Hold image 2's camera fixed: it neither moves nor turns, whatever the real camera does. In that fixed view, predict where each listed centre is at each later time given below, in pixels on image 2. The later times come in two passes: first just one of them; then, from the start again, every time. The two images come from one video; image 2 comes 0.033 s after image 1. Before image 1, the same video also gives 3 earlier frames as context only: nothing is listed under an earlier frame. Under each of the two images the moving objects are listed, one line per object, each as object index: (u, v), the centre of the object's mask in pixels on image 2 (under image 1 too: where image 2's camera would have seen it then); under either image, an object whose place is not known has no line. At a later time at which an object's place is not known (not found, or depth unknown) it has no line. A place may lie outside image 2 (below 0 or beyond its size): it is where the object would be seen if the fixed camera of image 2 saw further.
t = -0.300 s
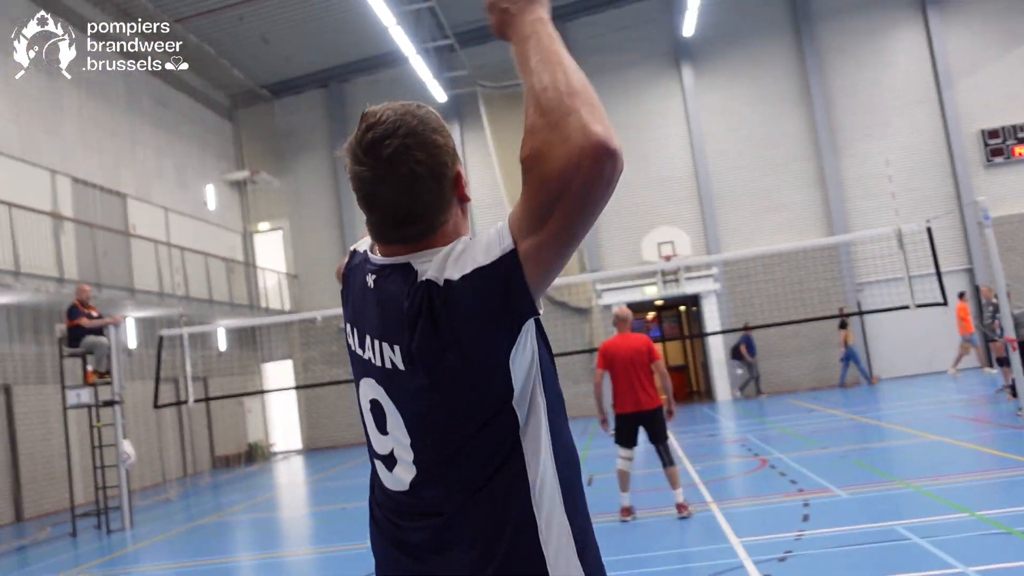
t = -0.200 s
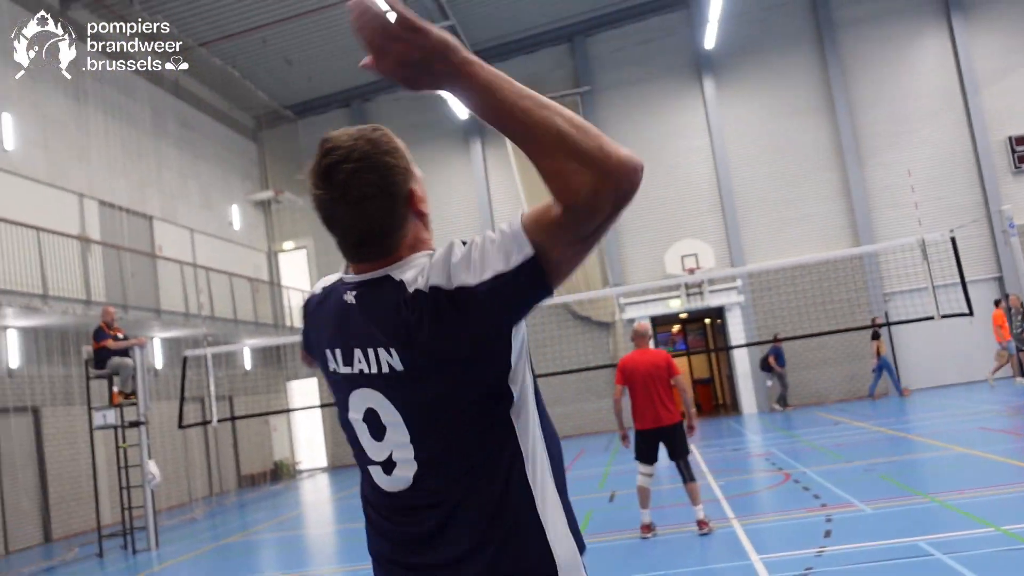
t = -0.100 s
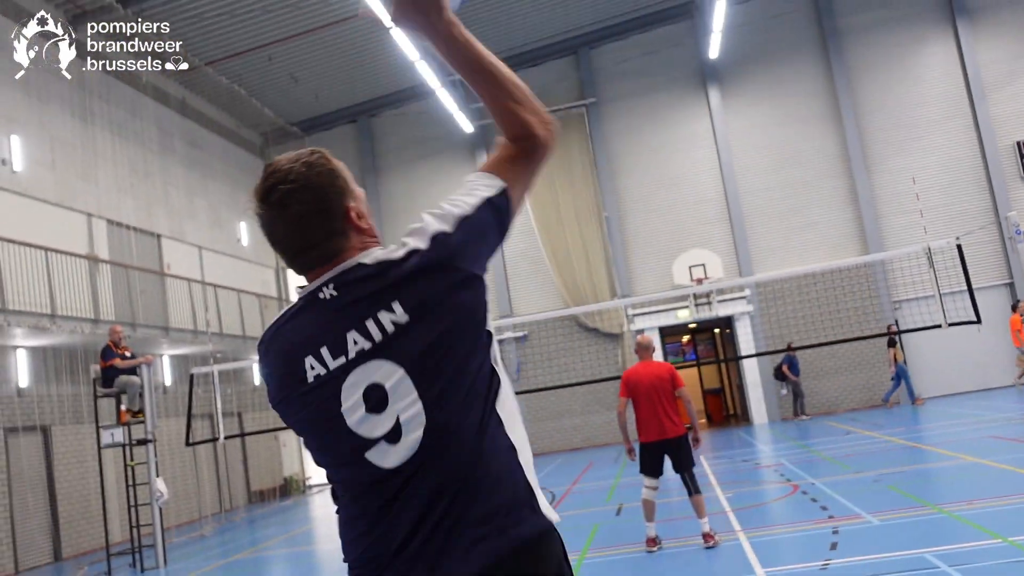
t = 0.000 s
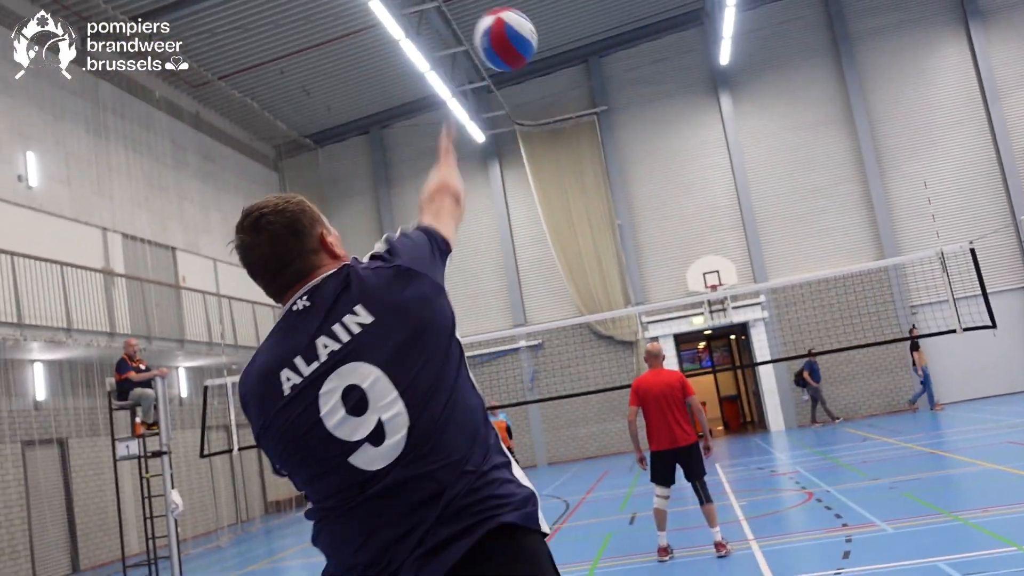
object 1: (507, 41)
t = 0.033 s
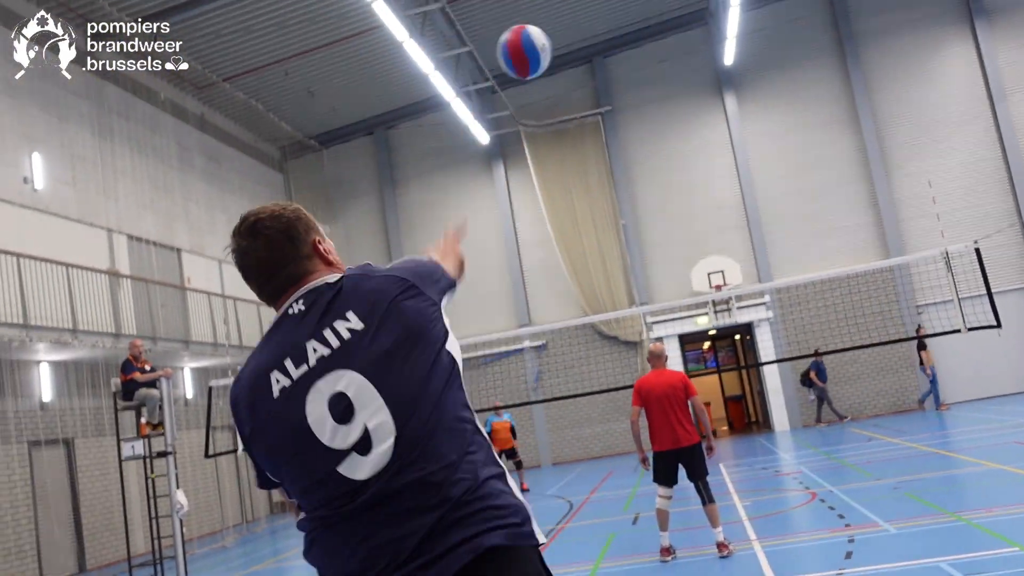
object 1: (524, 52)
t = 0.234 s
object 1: (578, 116)
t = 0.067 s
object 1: (537, 62)
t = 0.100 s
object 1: (547, 72)
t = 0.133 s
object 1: (556, 83)
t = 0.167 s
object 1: (564, 94)
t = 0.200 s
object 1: (571, 105)
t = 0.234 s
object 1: (578, 116)
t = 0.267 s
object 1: (585, 127)
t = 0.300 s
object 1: (591, 137)
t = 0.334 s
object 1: (597, 146)
